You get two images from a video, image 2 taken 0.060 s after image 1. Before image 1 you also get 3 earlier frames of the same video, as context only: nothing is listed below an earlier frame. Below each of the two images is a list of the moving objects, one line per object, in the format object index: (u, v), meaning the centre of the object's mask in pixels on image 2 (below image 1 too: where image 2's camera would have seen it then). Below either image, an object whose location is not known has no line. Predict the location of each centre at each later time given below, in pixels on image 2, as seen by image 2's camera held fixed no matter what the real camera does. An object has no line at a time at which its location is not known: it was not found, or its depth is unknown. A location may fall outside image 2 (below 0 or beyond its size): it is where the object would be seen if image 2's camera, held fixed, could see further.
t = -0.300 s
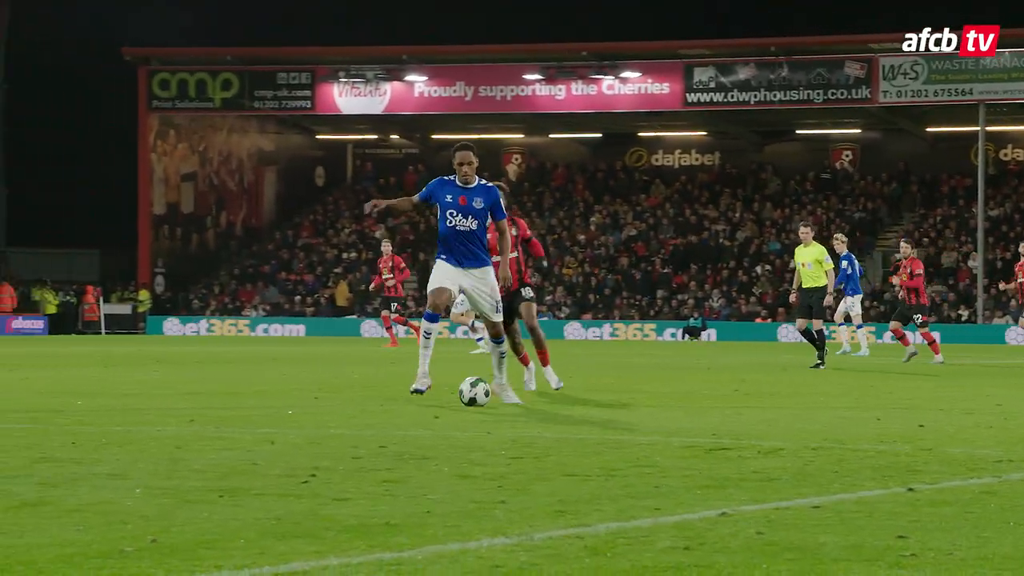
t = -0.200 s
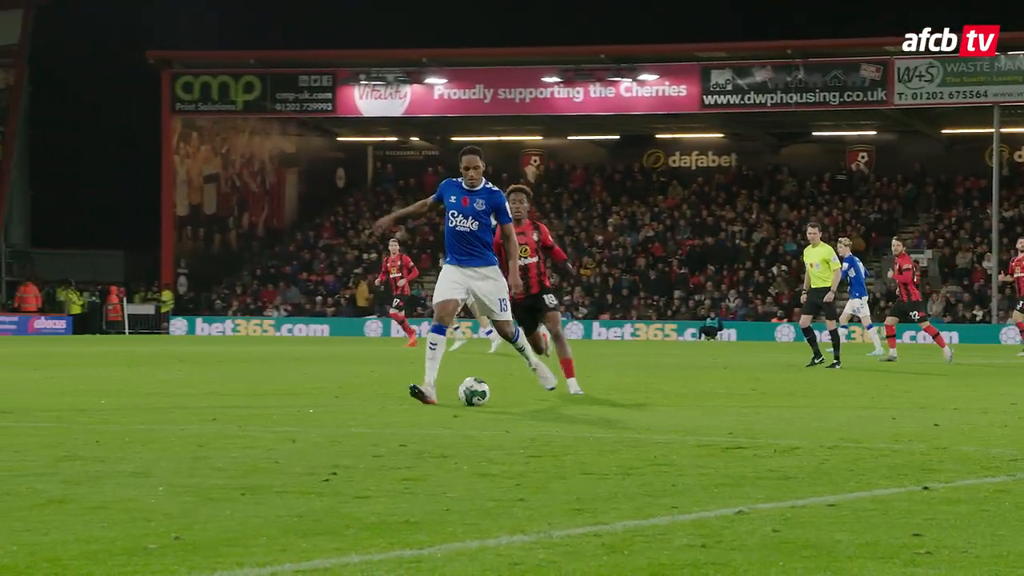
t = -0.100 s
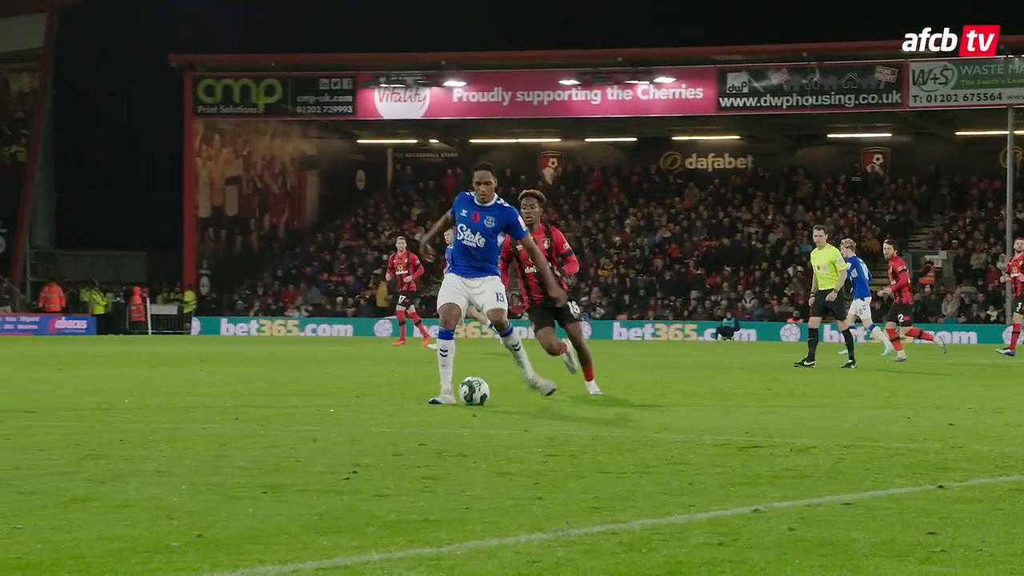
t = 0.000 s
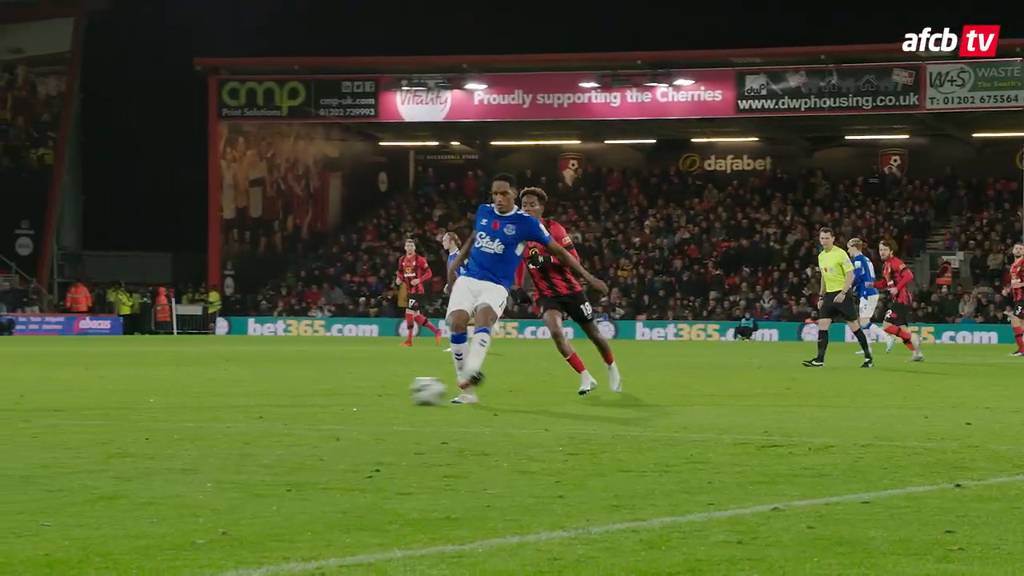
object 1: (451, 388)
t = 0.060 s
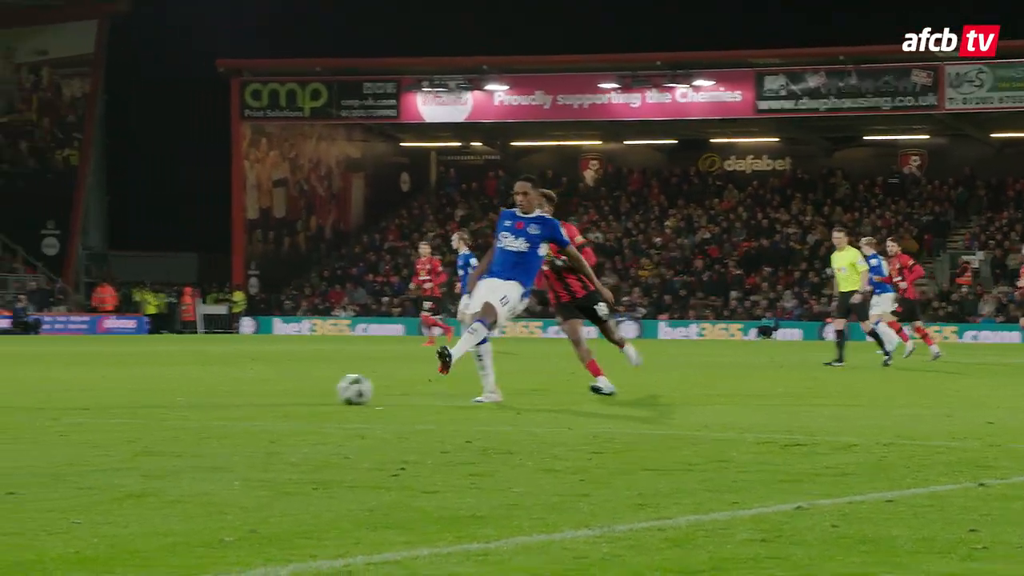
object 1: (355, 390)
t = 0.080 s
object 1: (323, 390)
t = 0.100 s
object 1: (290, 390)
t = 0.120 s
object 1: (257, 391)
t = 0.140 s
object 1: (224, 392)
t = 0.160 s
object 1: (191, 391)
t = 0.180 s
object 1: (157, 391)
